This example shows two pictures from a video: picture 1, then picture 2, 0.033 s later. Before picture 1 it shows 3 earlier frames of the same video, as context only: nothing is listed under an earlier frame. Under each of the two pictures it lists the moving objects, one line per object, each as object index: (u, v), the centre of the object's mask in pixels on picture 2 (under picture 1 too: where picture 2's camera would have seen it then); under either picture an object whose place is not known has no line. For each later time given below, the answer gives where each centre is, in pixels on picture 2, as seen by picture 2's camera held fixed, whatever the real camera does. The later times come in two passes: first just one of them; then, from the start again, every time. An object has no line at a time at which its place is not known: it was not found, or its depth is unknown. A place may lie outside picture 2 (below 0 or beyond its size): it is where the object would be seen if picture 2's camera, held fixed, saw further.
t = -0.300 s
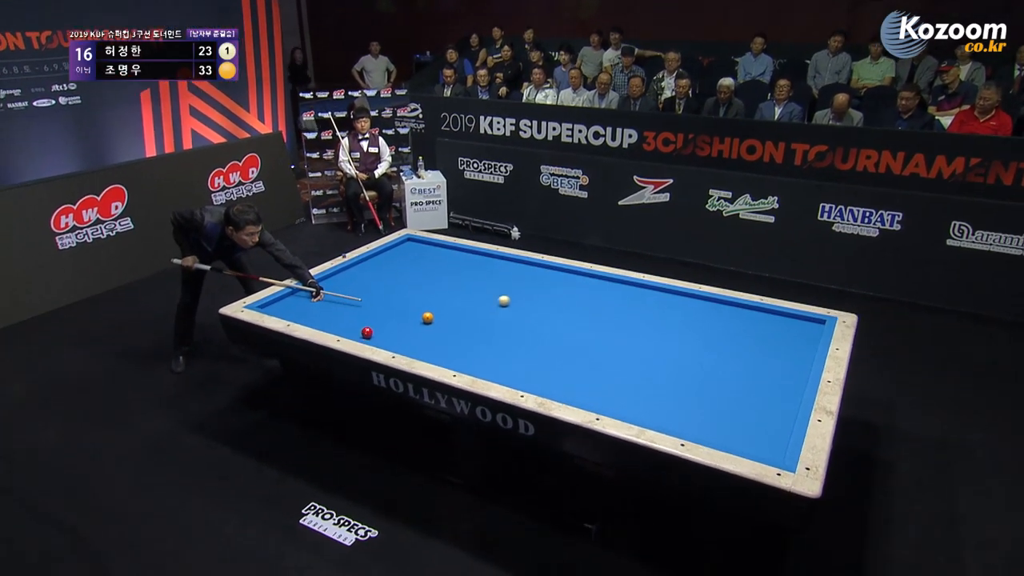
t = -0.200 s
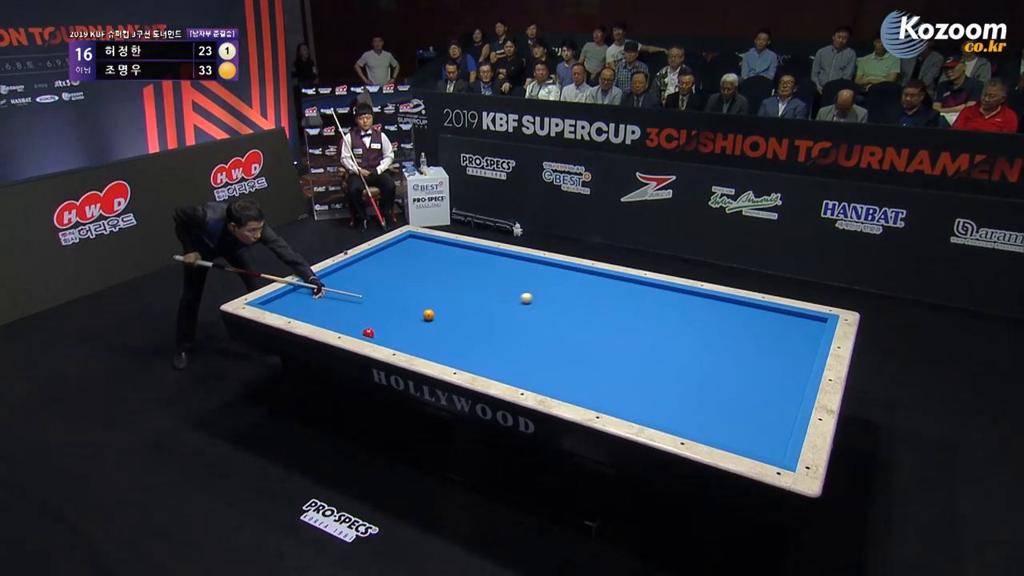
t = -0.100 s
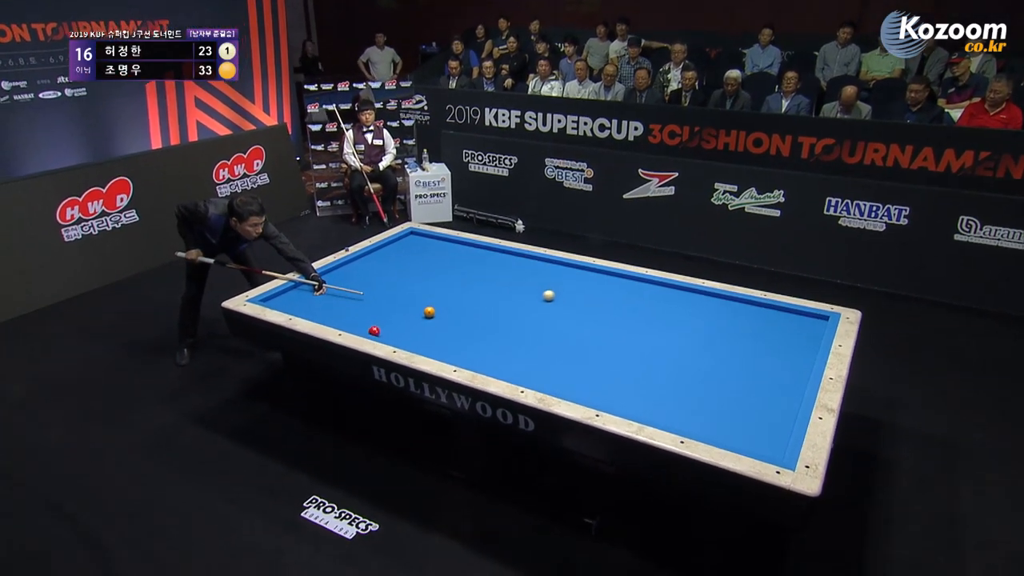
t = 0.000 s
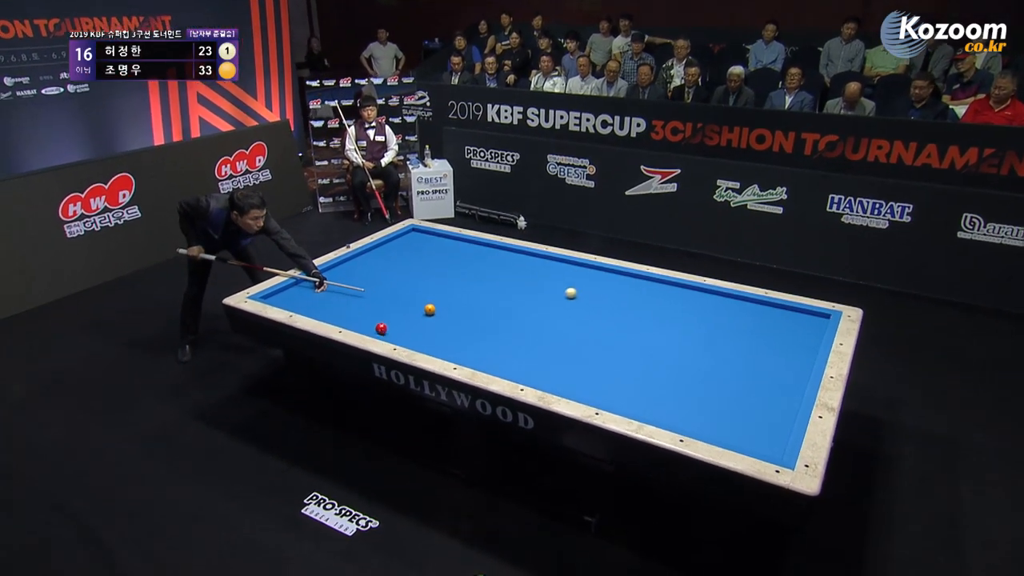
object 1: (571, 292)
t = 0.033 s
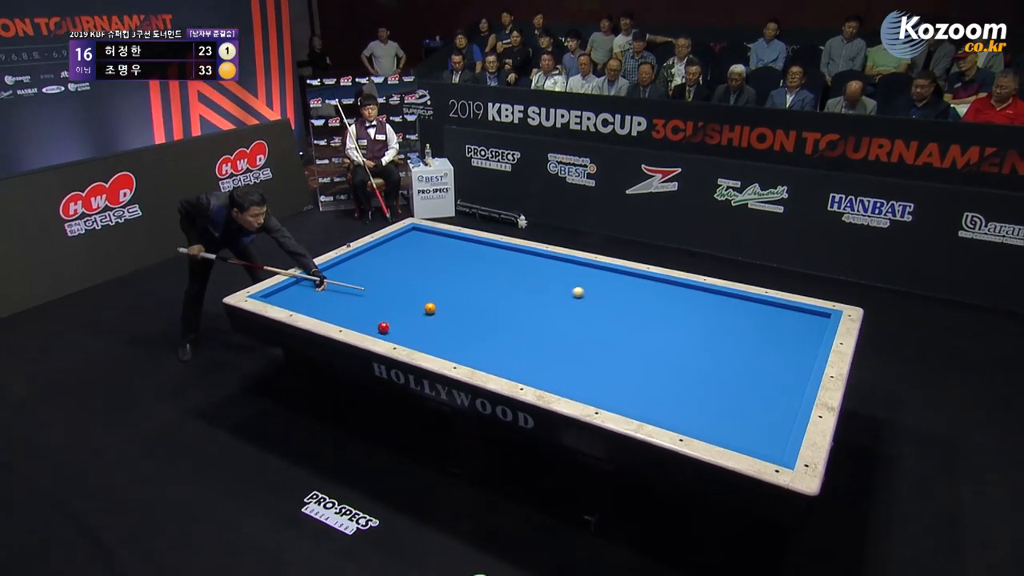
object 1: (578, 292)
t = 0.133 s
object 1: (599, 293)
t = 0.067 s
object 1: (585, 292)
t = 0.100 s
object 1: (592, 292)
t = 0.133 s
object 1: (599, 293)
